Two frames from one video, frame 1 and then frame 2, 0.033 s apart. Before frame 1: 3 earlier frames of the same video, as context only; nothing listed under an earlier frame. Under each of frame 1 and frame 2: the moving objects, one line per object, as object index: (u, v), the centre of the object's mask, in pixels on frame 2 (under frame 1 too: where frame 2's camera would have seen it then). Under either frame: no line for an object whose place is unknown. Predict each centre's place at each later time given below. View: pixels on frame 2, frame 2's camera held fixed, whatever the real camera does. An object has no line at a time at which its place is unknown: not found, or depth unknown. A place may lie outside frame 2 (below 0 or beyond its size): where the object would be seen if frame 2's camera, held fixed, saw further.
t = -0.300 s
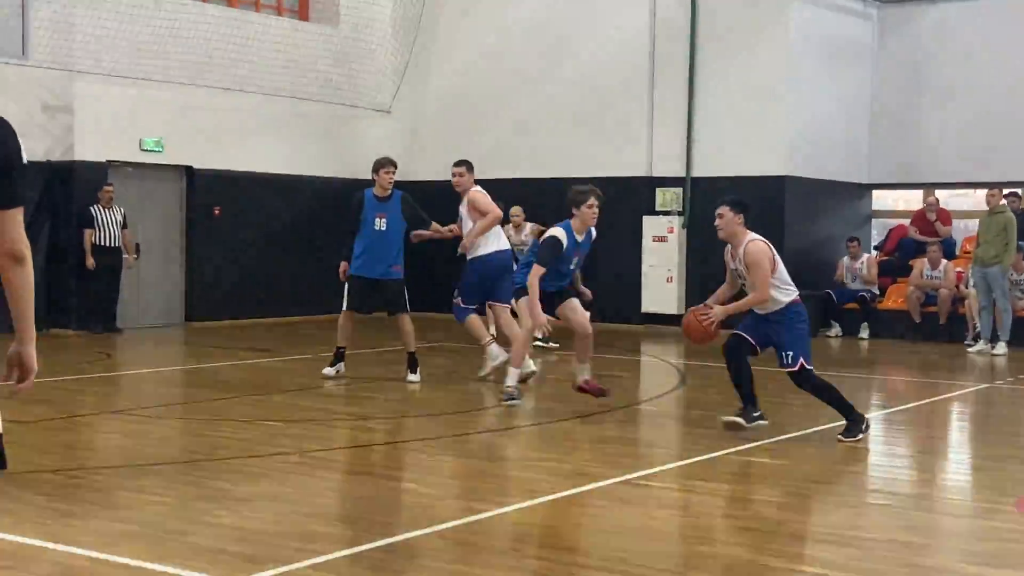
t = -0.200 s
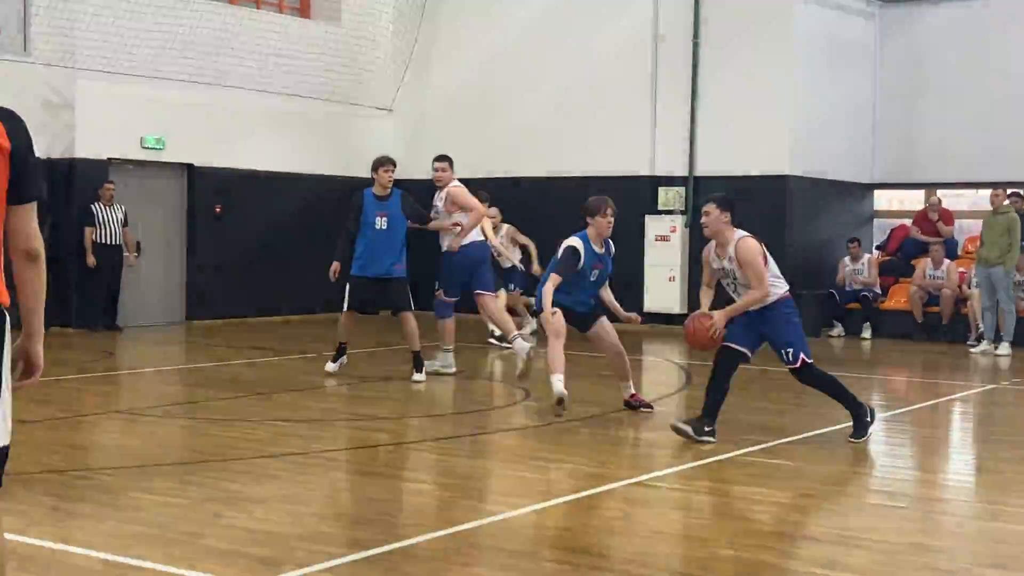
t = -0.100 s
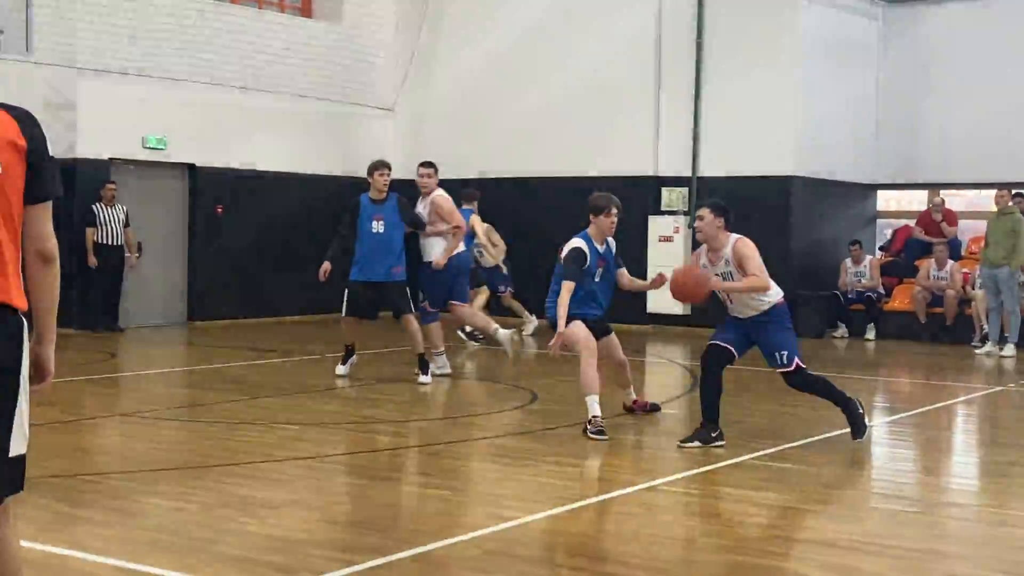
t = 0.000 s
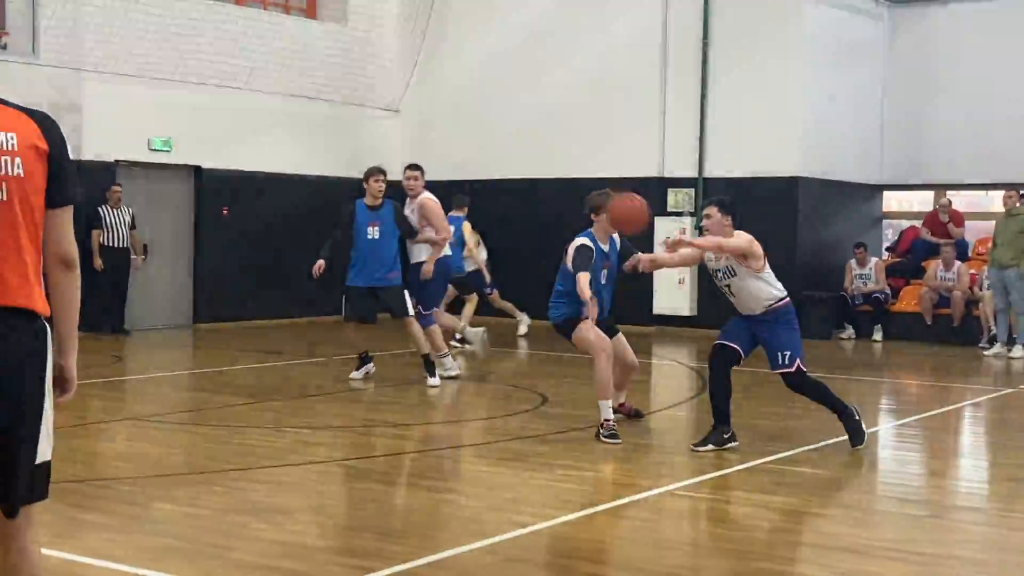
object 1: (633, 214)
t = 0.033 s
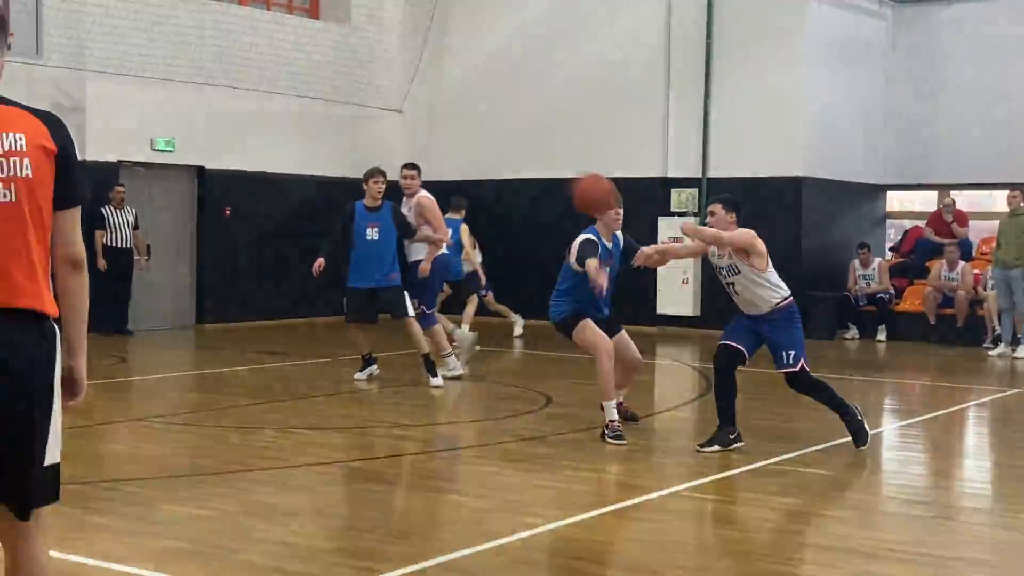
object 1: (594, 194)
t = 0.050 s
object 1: (572, 185)
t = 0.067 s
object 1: (549, 175)
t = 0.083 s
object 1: (532, 167)
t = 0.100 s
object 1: (508, 157)
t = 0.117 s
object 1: (483, 148)
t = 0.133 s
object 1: (465, 141)
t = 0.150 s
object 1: (441, 133)
